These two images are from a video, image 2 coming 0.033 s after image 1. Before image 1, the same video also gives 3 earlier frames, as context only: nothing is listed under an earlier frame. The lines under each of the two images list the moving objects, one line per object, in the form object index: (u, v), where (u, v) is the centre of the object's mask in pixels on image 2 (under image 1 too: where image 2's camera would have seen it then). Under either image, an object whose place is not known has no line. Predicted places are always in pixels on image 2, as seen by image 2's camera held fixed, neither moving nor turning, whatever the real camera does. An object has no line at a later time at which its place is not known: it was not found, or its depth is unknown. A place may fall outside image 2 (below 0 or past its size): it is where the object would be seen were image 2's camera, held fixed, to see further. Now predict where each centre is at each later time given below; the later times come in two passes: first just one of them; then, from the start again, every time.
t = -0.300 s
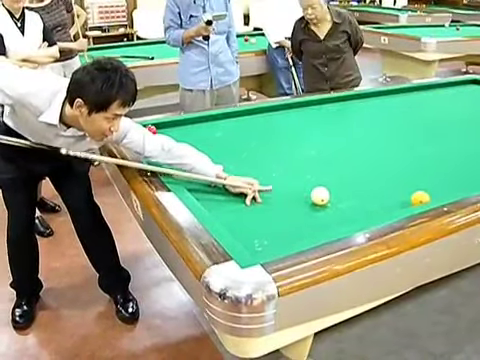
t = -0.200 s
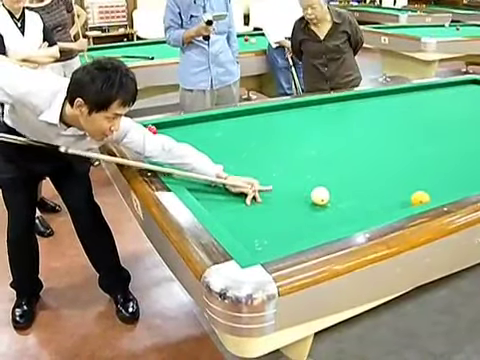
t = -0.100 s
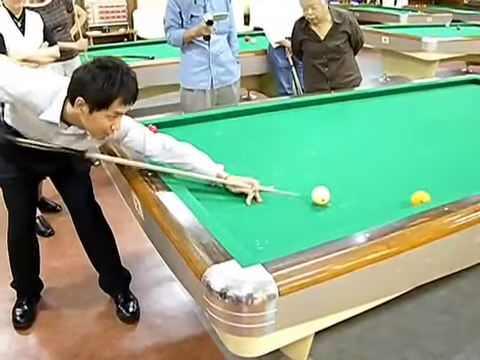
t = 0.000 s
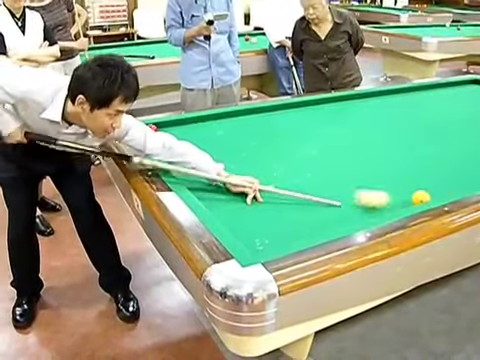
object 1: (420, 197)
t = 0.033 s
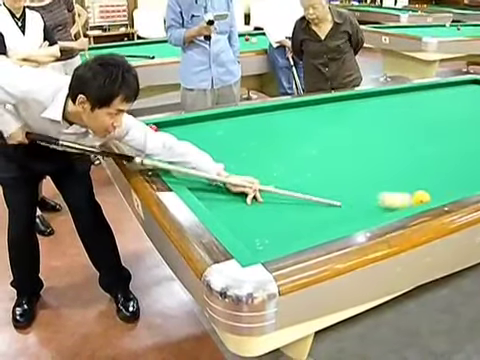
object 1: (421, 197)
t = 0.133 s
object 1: (442, 187)
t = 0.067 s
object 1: (427, 195)
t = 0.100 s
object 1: (435, 190)
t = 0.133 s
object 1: (442, 187)
